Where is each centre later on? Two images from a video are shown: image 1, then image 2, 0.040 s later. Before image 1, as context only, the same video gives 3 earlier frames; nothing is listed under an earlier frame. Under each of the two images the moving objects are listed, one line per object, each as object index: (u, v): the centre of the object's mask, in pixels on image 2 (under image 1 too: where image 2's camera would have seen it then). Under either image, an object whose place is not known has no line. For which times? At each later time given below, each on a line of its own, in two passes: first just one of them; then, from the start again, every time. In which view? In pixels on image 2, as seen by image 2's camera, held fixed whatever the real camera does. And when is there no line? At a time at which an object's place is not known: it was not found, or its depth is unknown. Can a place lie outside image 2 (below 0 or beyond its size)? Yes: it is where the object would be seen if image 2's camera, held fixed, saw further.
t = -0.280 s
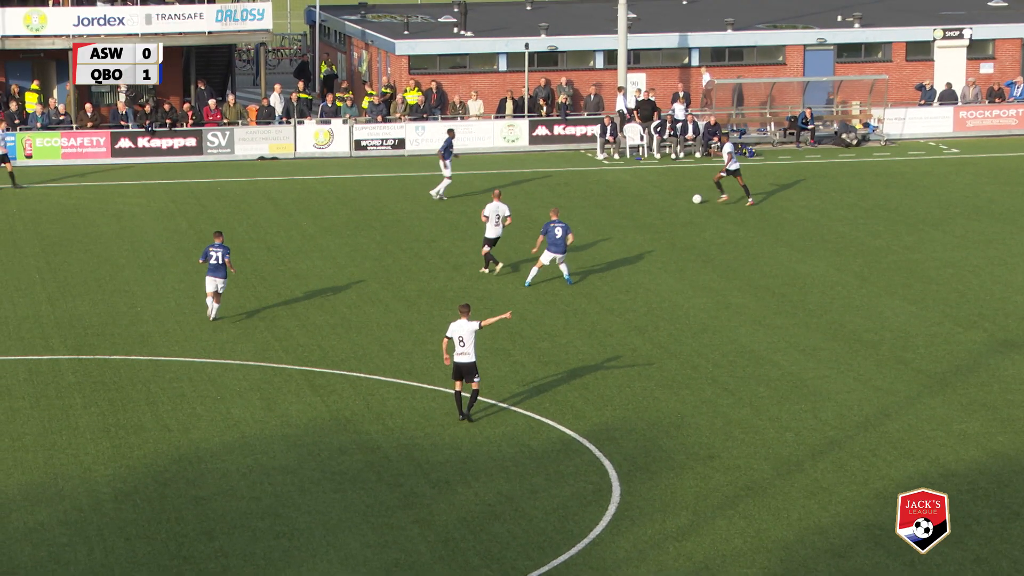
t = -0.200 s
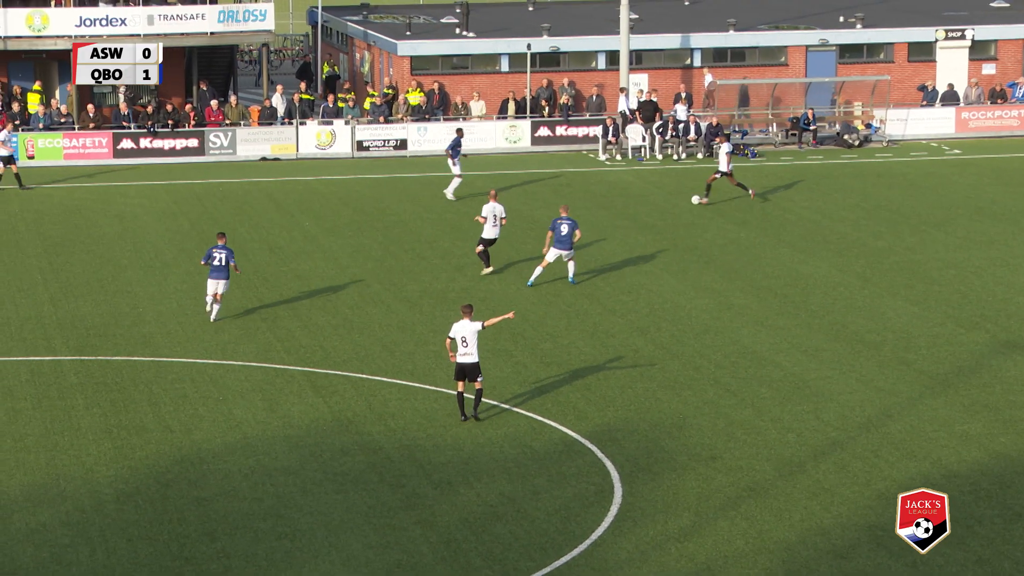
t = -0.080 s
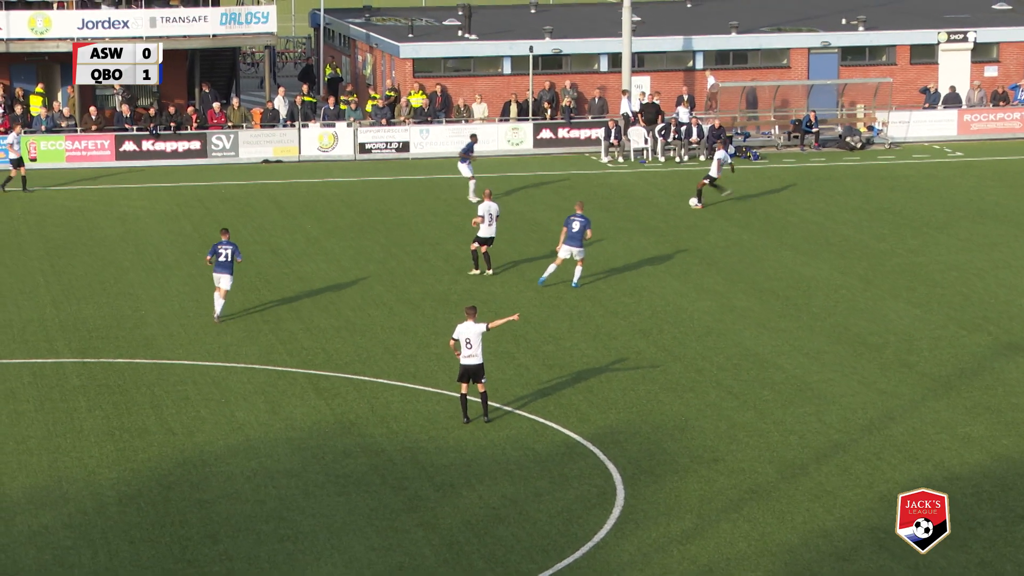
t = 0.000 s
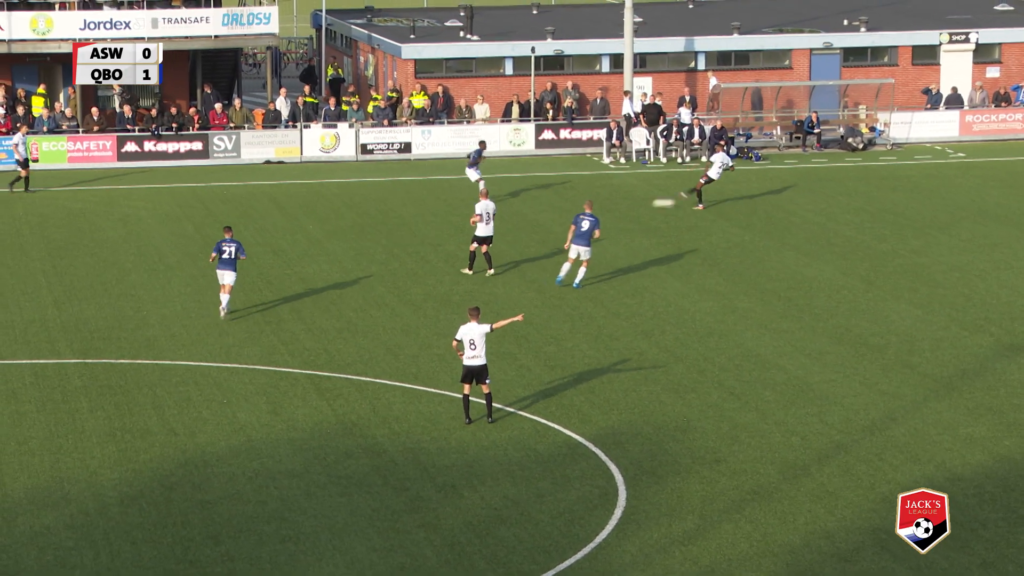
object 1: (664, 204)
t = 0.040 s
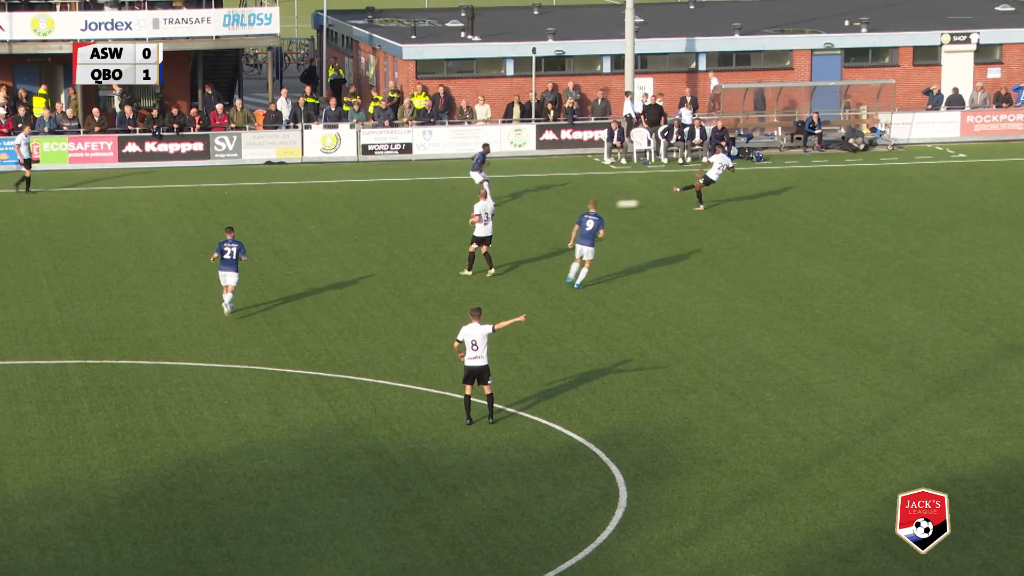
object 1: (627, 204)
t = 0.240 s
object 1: (456, 209)
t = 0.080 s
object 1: (586, 205)
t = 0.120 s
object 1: (555, 207)
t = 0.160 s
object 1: (521, 208)
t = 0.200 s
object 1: (492, 207)
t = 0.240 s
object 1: (456, 209)
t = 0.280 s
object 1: (426, 211)
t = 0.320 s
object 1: (396, 211)
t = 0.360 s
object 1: (370, 211)
